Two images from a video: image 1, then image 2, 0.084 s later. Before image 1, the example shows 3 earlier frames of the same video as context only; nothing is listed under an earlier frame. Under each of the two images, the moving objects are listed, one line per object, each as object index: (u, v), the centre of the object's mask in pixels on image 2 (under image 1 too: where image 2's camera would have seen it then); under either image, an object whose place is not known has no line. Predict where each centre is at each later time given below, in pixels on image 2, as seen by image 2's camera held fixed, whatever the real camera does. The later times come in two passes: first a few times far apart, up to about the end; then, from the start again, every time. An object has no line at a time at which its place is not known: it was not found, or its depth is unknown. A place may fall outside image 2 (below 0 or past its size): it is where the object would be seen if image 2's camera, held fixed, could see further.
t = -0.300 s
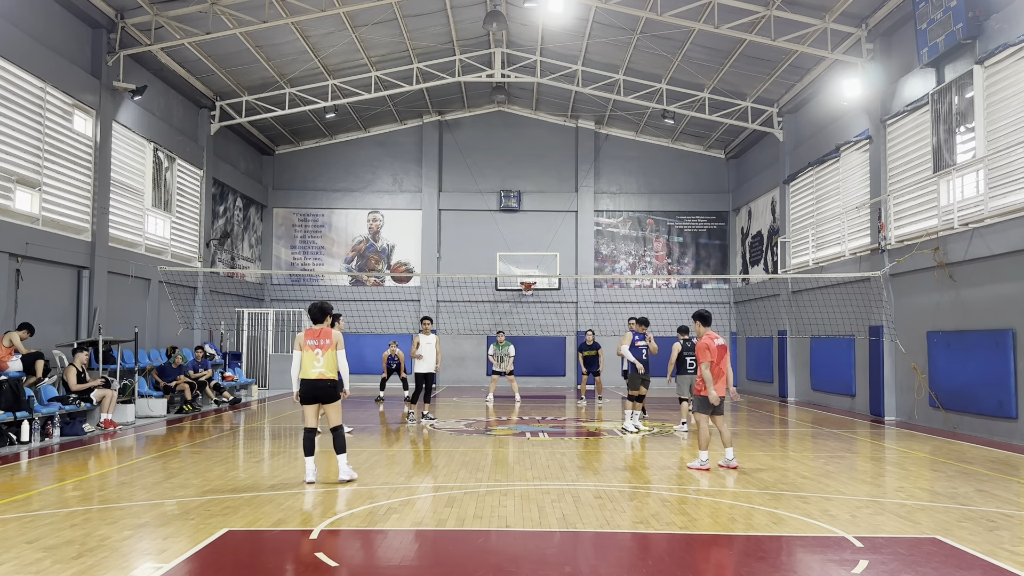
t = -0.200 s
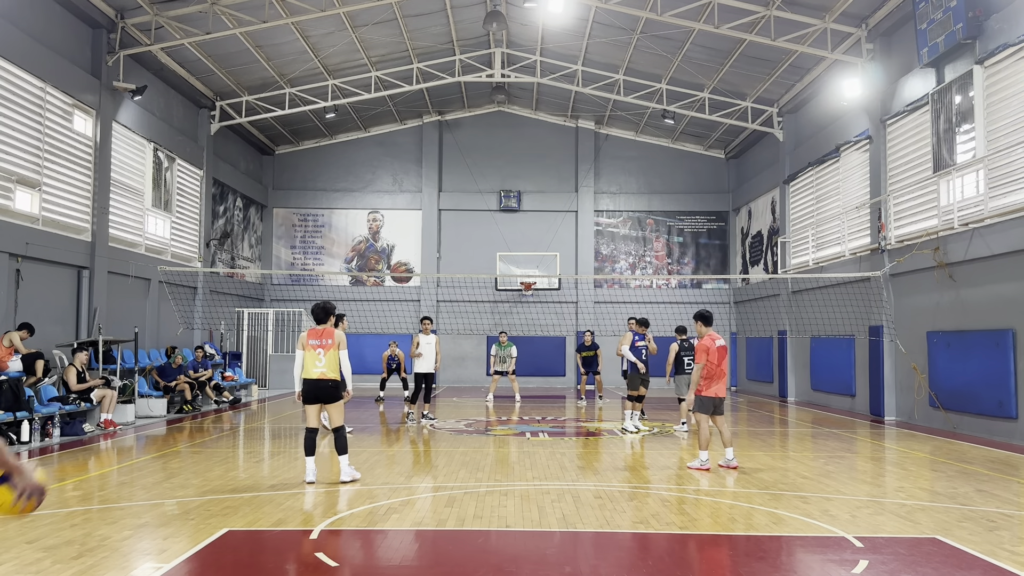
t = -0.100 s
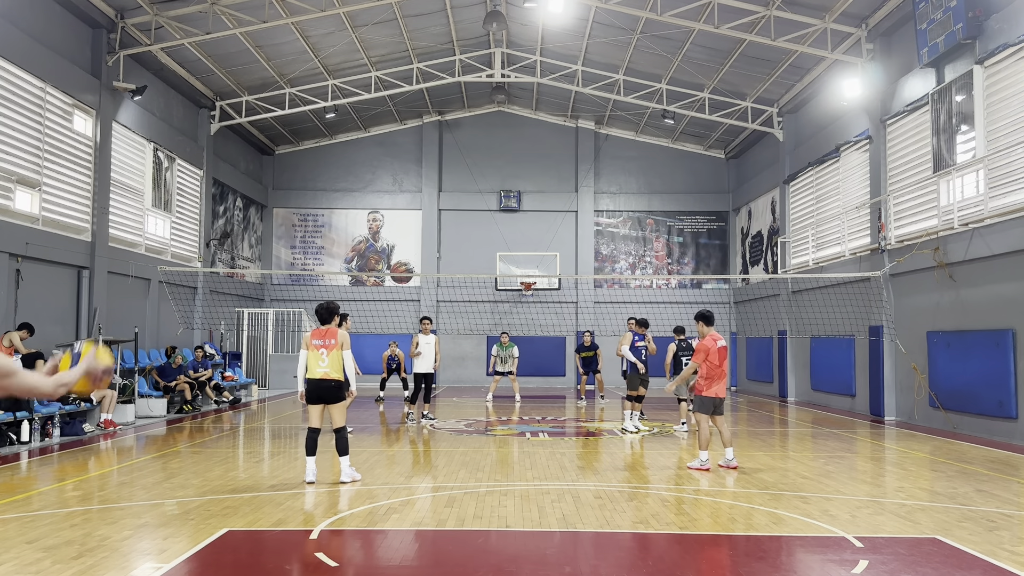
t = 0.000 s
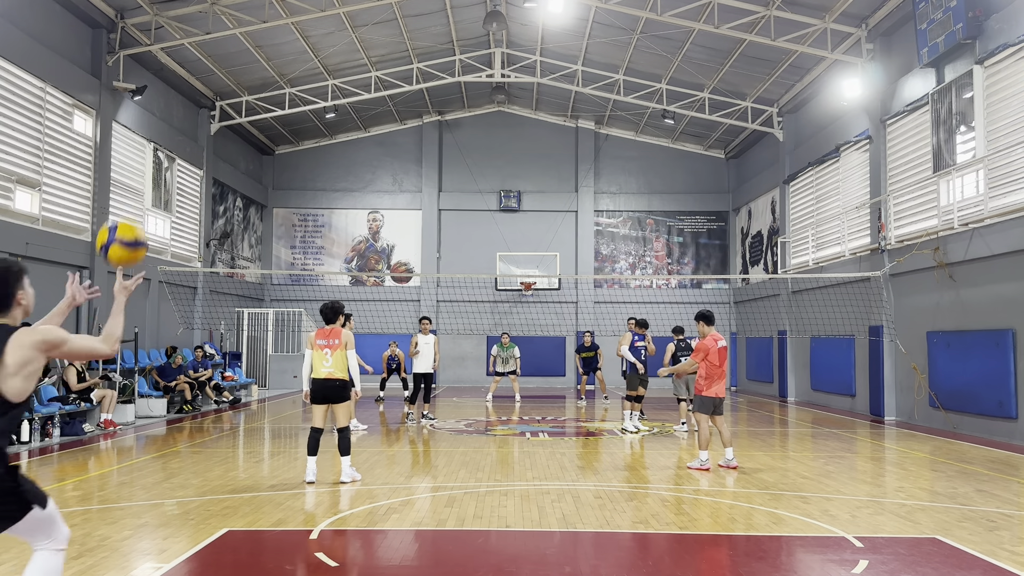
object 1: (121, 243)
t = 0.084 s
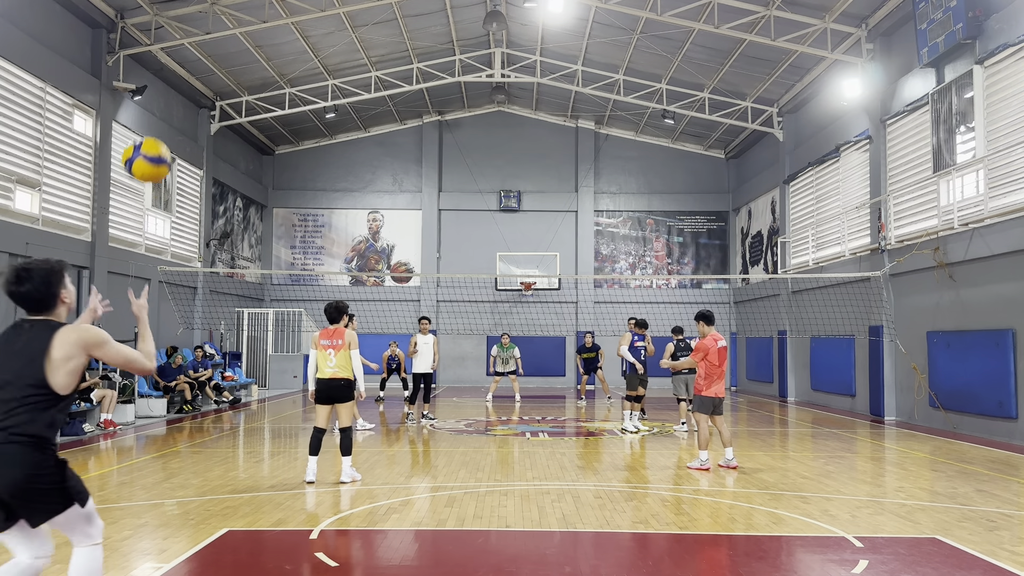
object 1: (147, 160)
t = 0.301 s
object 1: (196, 39)
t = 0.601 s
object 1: (251, 36)
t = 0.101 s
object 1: (151, 146)
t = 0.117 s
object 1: (155, 133)
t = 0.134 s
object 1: (159, 122)
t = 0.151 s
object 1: (163, 110)
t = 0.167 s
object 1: (167, 100)
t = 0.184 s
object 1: (171, 90)
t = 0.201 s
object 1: (174, 81)
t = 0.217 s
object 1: (178, 72)
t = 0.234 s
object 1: (182, 65)
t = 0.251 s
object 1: (185, 58)
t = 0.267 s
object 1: (189, 51)
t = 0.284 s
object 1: (193, 45)
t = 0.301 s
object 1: (196, 39)
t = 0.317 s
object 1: (200, 35)
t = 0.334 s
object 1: (203, 31)
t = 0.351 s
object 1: (206, 27)
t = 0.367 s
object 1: (210, 24)
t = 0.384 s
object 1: (213, 21)
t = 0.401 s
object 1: (216, 20)
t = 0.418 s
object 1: (220, 19)
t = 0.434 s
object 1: (222, 18)
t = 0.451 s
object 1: (226, 18)
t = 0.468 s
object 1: (228, 18)
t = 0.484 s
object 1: (232, 18)
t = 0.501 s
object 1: (235, 19)
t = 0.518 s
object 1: (237, 20)
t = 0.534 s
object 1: (240, 23)
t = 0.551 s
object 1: (243, 25)
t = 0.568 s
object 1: (246, 28)
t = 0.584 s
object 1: (248, 32)
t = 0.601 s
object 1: (251, 36)
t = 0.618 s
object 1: (254, 40)
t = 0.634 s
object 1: (256, 45)
